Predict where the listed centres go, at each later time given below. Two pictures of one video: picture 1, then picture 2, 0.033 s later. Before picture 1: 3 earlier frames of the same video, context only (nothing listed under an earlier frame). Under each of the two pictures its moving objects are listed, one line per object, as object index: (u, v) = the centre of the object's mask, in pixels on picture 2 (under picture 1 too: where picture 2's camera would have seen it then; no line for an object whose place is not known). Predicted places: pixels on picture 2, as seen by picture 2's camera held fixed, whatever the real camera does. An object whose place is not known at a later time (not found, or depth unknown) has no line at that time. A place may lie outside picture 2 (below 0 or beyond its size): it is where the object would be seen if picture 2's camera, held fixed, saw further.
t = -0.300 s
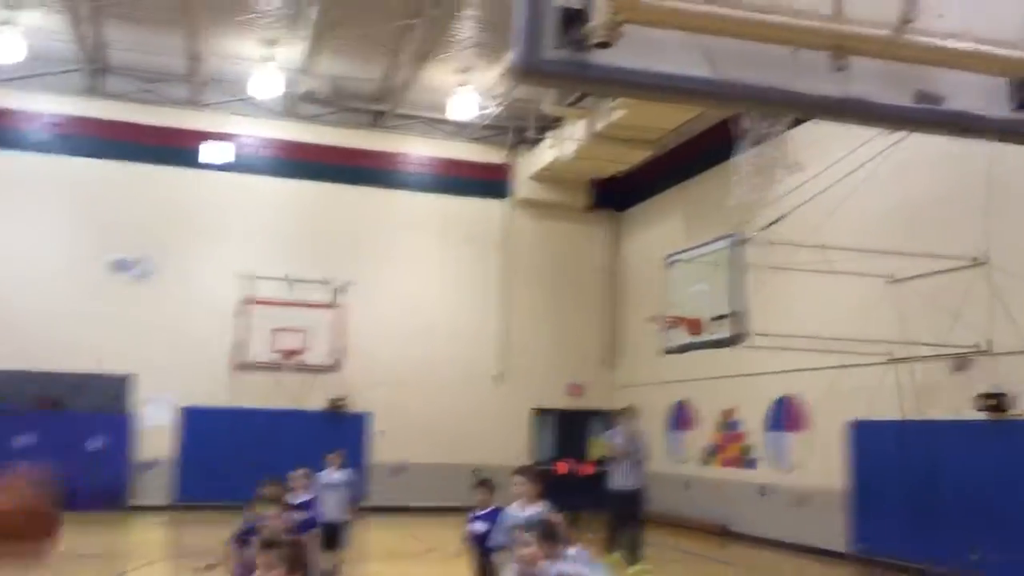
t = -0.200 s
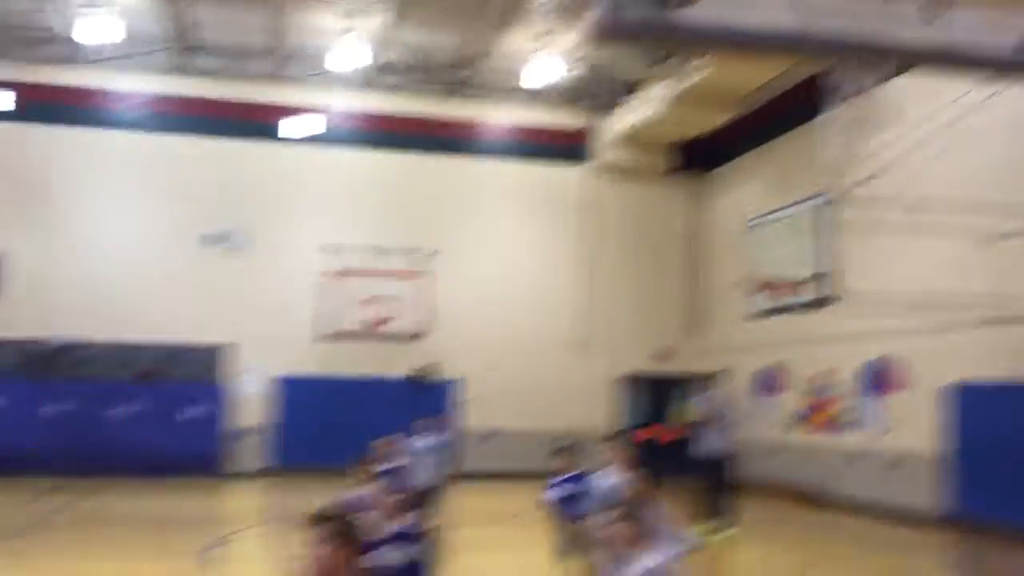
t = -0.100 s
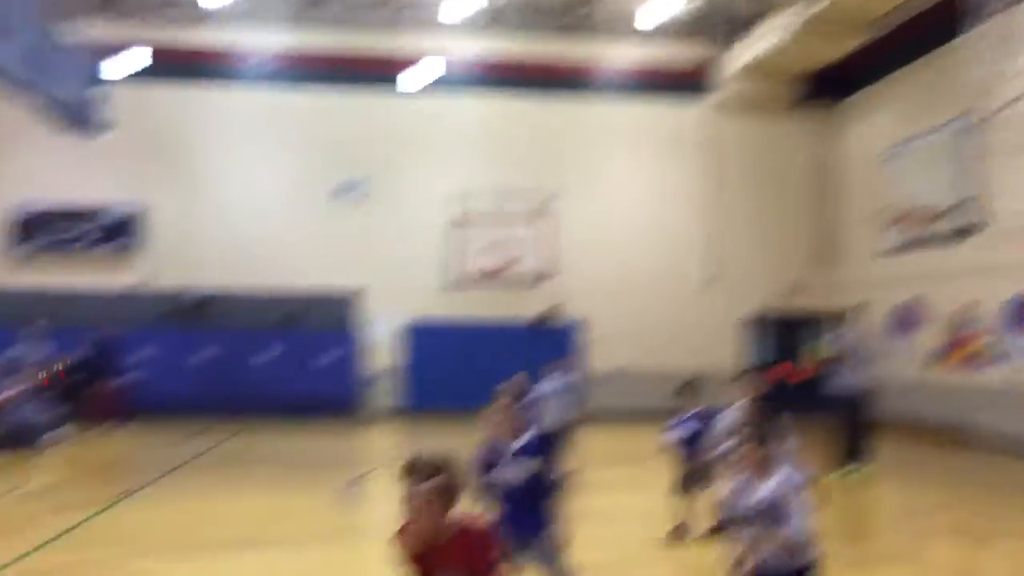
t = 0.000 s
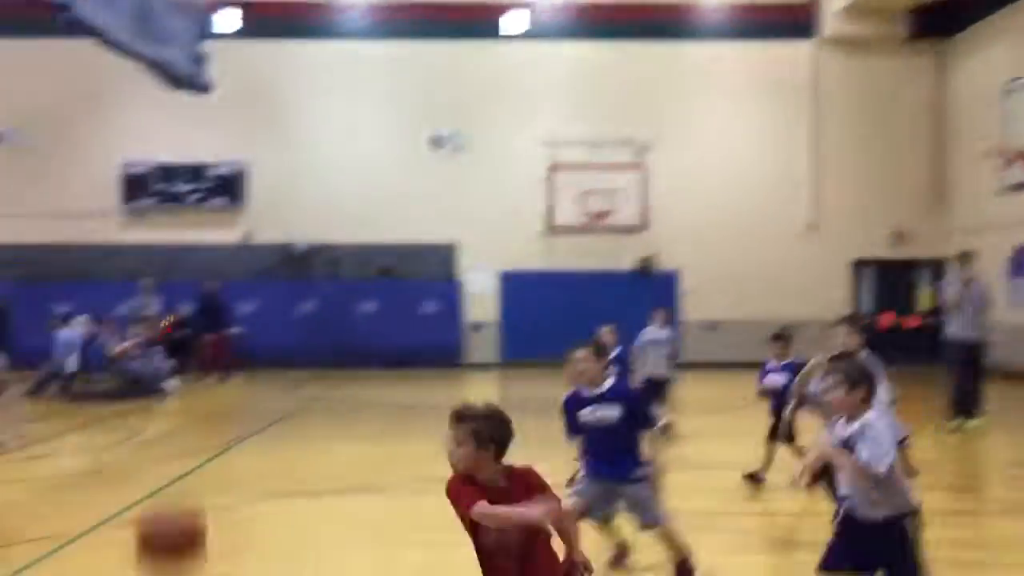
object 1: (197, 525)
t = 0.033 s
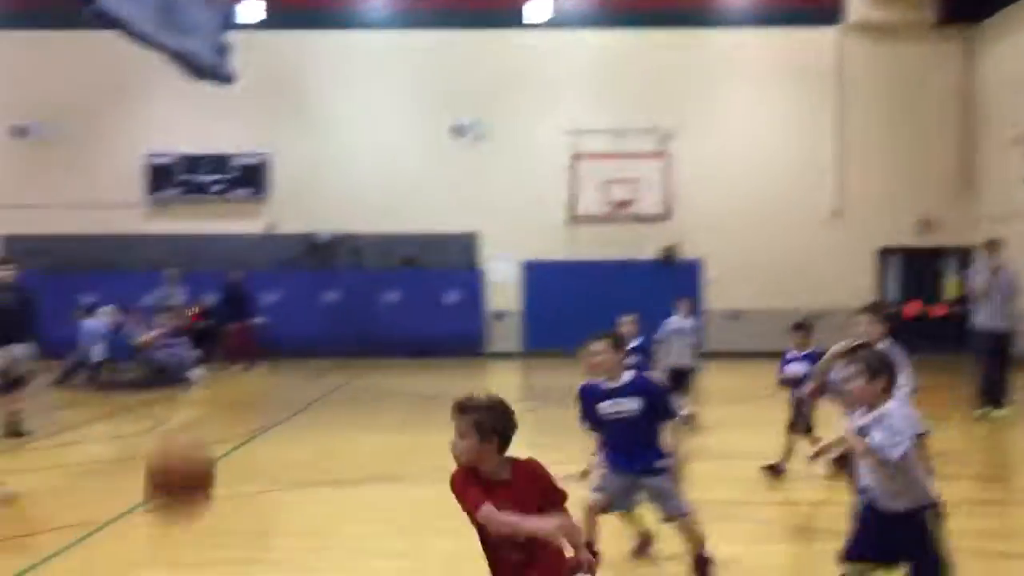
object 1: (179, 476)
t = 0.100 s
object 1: (146, 390)
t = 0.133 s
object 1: (131, 356)
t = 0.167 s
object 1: (110, 315)
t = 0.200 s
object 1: (94, 281)
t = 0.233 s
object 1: (77, 258)
